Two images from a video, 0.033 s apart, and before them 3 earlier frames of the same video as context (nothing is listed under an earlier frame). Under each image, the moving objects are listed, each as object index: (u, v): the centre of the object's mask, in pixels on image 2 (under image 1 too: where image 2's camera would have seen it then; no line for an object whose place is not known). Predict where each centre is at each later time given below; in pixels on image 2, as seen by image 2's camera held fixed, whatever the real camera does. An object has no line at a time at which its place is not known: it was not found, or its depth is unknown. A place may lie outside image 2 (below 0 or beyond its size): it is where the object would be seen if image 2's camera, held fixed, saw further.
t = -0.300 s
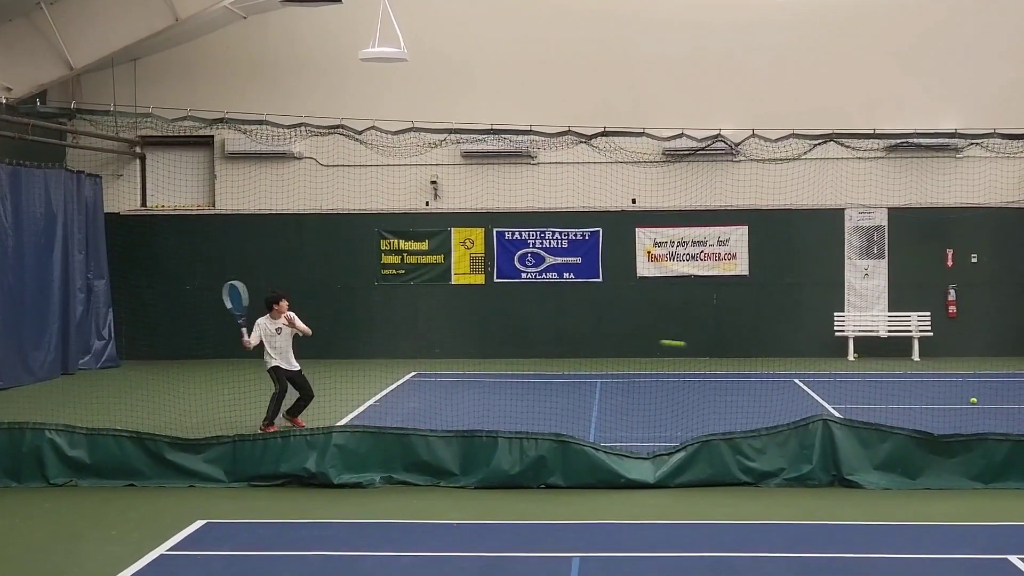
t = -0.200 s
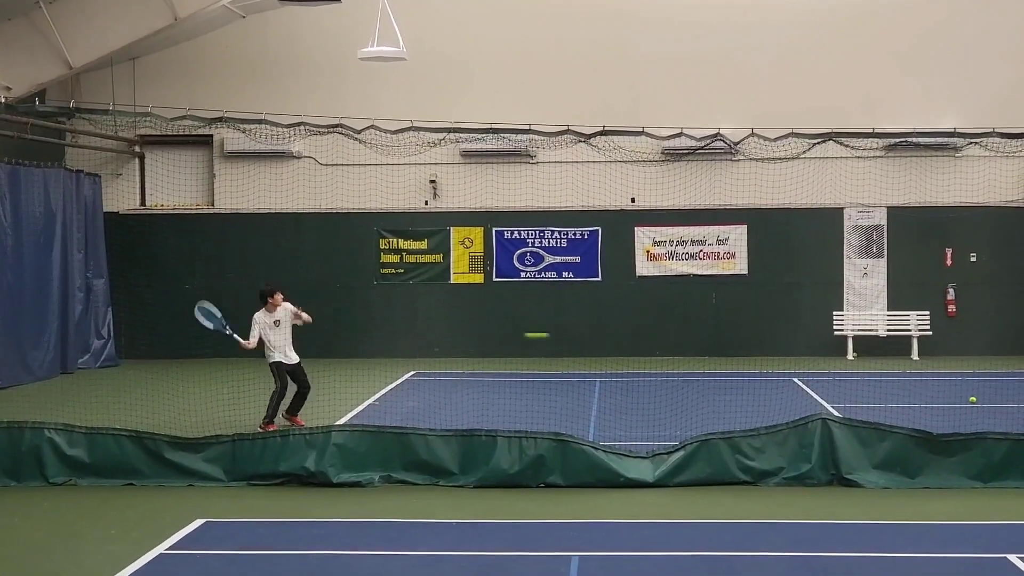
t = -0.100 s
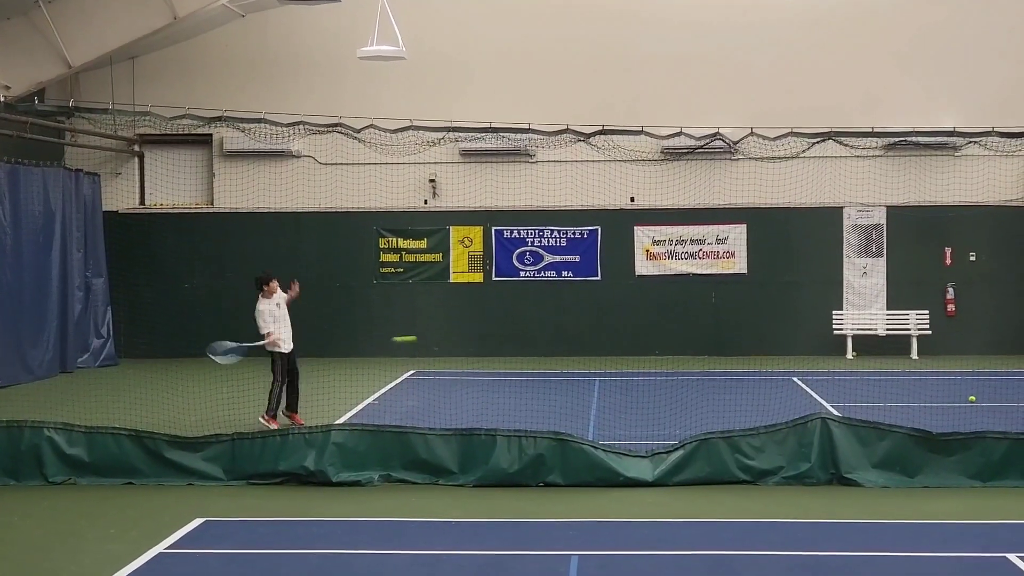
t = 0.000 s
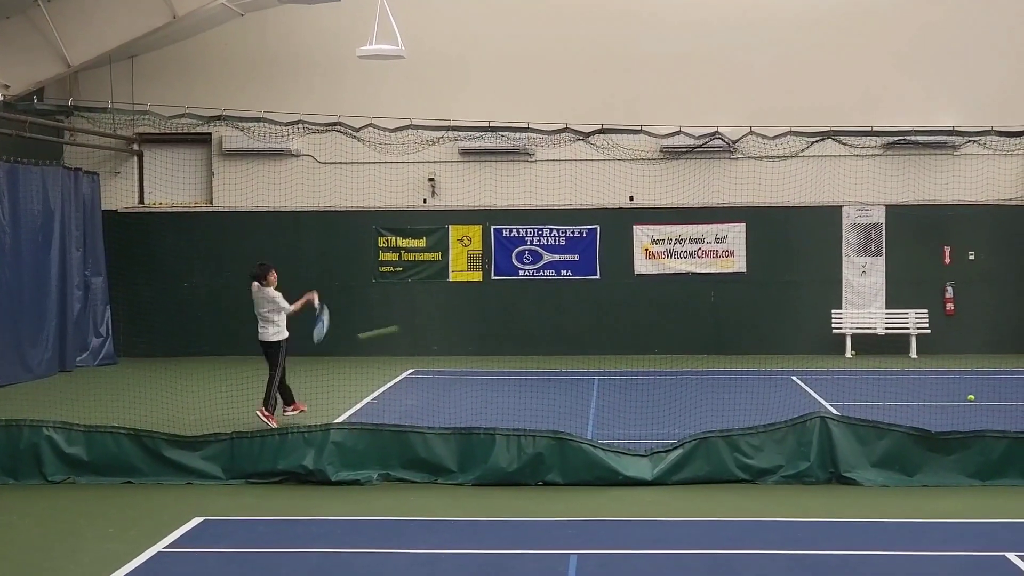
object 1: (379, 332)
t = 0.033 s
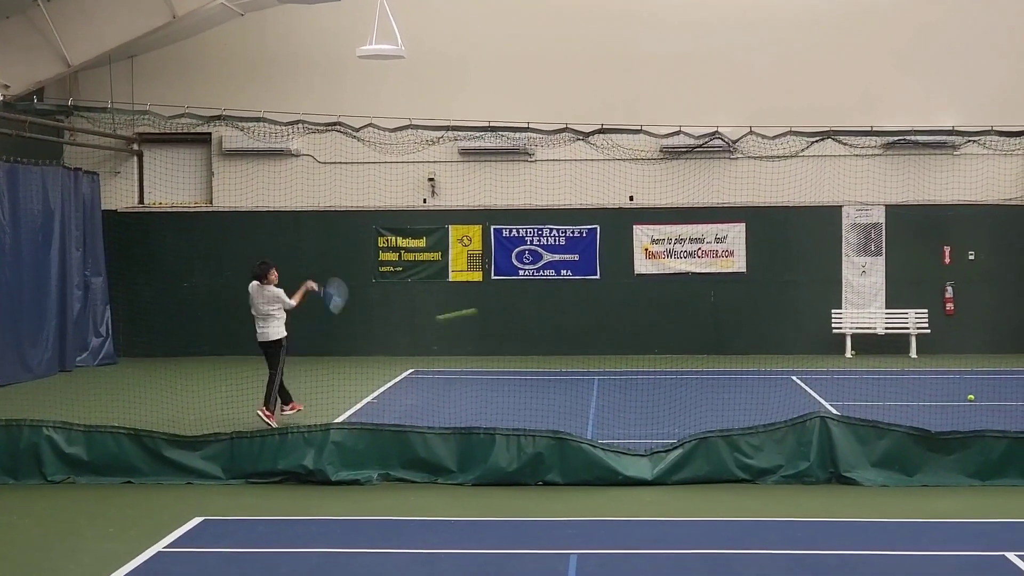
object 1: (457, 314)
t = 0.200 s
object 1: (818, 251)
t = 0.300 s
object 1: (1012, 230)
